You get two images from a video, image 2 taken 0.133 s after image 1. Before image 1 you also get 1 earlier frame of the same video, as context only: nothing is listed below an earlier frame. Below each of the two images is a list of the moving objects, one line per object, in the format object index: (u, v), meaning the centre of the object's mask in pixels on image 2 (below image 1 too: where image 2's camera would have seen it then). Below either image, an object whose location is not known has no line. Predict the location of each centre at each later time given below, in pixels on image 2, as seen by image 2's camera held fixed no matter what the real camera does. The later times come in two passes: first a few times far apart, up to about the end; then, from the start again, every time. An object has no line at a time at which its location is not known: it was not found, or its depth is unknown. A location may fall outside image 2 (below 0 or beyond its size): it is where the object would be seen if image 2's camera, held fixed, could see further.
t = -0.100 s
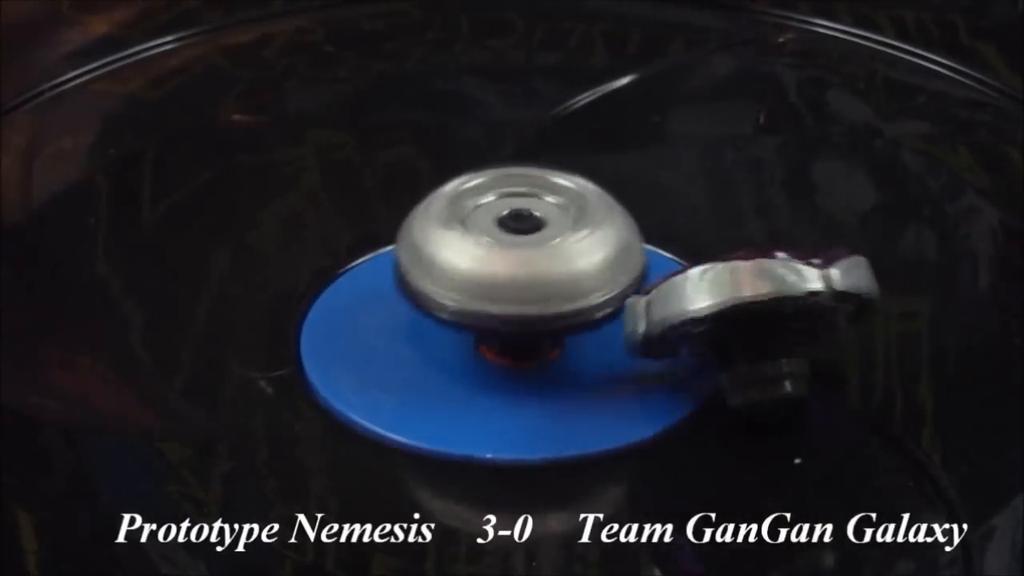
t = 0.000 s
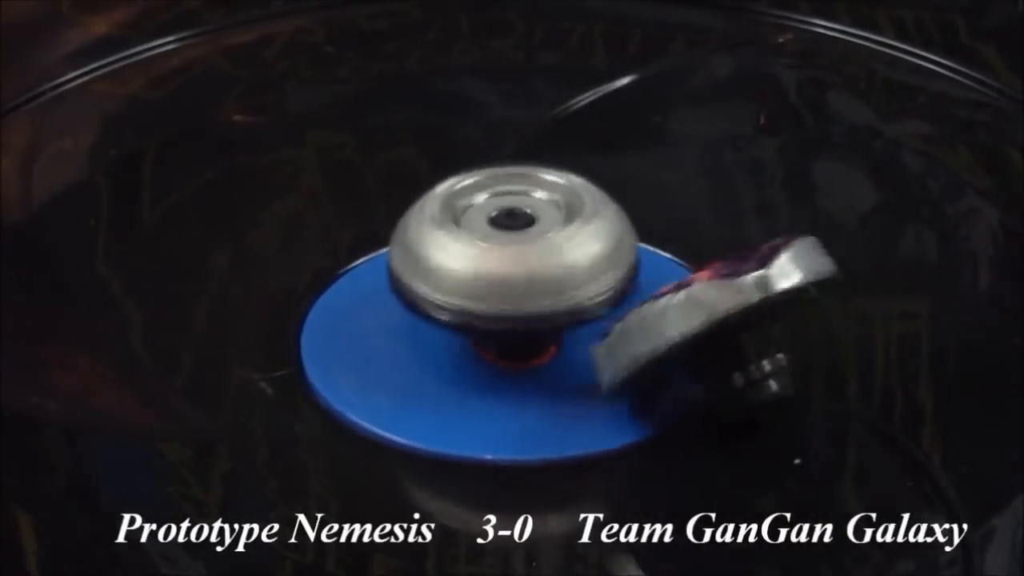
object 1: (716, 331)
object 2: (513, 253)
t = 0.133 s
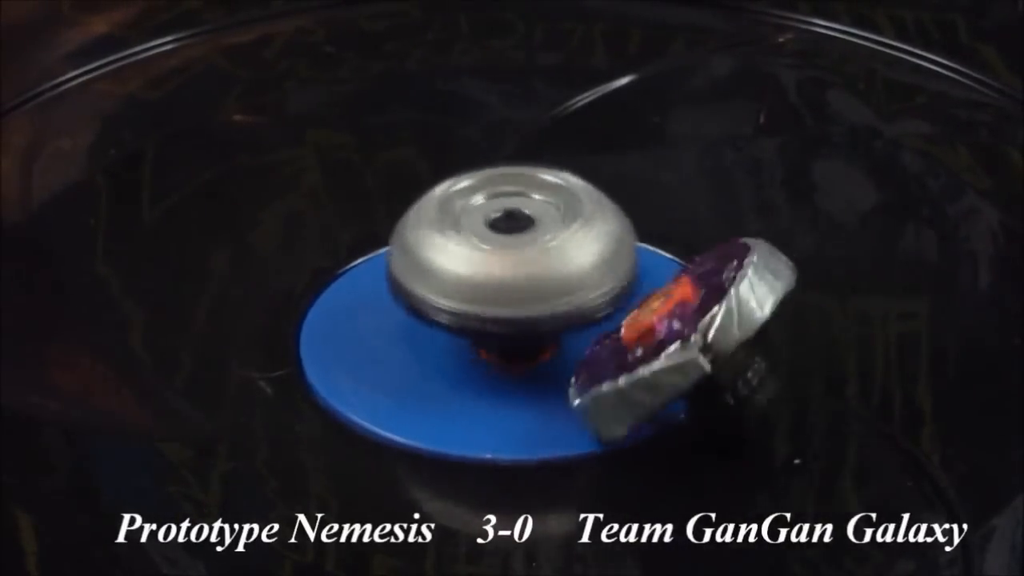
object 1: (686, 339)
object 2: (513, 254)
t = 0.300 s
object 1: (711, 336)
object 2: (515, 248)
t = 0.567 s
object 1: (706, 346)
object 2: (514, 255)
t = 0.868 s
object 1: (680, 354)
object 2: (512, 251)
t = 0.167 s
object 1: (684, 342)
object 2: (520, 248)
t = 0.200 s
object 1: (683, 344)
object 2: (515, 255)
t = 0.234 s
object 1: (697, 351)
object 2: (510, 248)
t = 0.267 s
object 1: (702, 343)
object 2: (518, 253)
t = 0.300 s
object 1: (711, 336)
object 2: (515, 248)
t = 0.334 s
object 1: (717, 347)
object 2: (522, 253)
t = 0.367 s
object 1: (725, 343)
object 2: (514, 253)
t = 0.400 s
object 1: (730, 340)
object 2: (523, 253)
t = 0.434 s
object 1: (730, 340)
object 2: (513, 255)
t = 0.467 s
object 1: (727, 341)
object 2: (522, 250)
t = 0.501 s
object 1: (722, 345)
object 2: (514, 256)
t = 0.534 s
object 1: (714, 346)
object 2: (522, 250)
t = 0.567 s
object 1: (706, 346)
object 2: (514, 255)
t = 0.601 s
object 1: (701, 348)
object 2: (519, 250)
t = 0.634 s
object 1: (695, 352)
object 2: (518, 256)
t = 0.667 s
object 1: (688, 353)
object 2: (517, 249)
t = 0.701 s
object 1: (683, 355)
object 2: (520, 255)
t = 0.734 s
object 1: (679, 360)
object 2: (515, 250)
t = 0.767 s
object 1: (678, 361)
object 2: (522, 255)
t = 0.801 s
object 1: (677, 360)
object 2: (514, 250)
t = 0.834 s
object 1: (678, 357)
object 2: (523, 254)
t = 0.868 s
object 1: (680, 354)
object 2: (512, 251)
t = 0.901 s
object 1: (683, 352)
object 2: (523, 254)
